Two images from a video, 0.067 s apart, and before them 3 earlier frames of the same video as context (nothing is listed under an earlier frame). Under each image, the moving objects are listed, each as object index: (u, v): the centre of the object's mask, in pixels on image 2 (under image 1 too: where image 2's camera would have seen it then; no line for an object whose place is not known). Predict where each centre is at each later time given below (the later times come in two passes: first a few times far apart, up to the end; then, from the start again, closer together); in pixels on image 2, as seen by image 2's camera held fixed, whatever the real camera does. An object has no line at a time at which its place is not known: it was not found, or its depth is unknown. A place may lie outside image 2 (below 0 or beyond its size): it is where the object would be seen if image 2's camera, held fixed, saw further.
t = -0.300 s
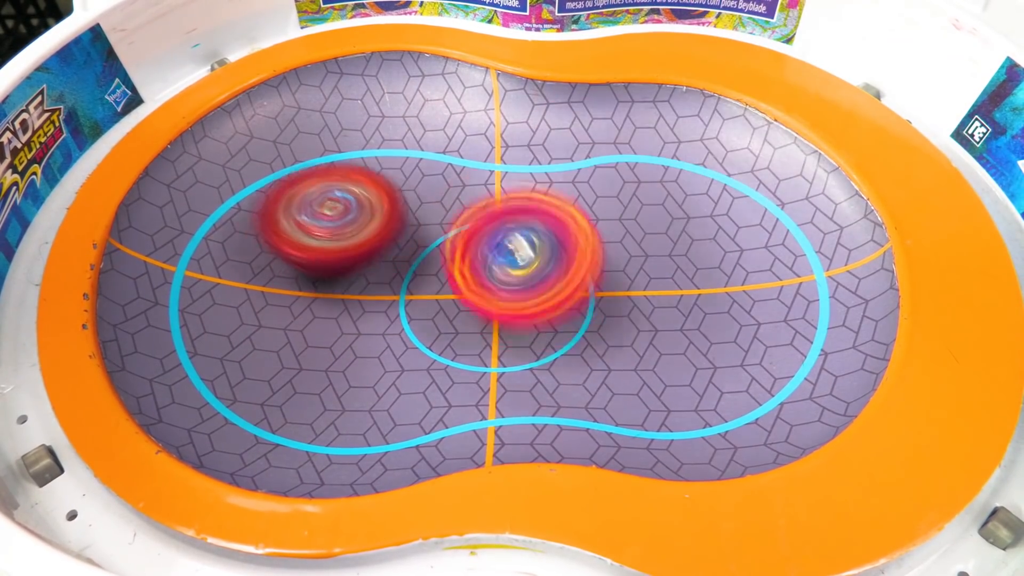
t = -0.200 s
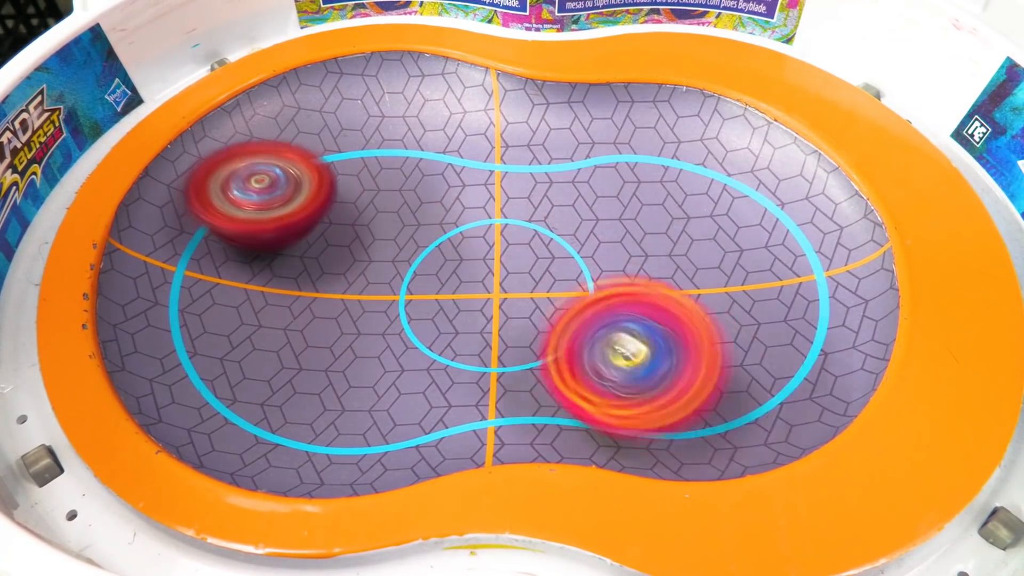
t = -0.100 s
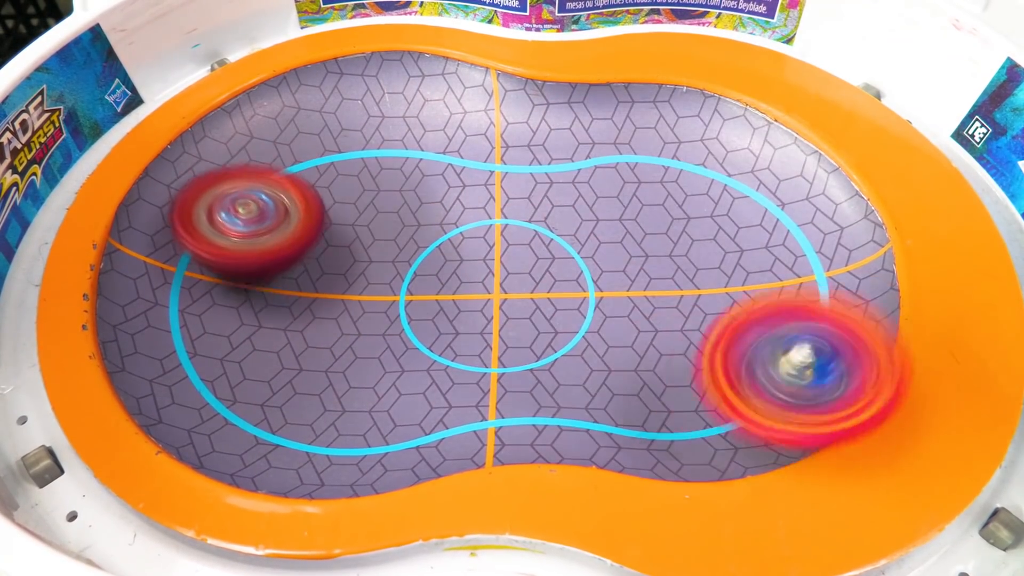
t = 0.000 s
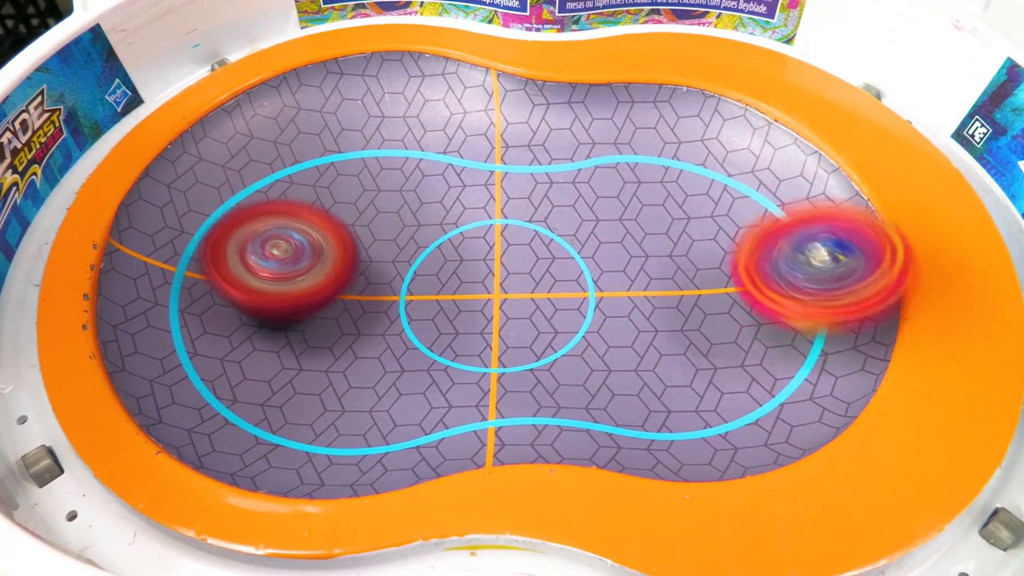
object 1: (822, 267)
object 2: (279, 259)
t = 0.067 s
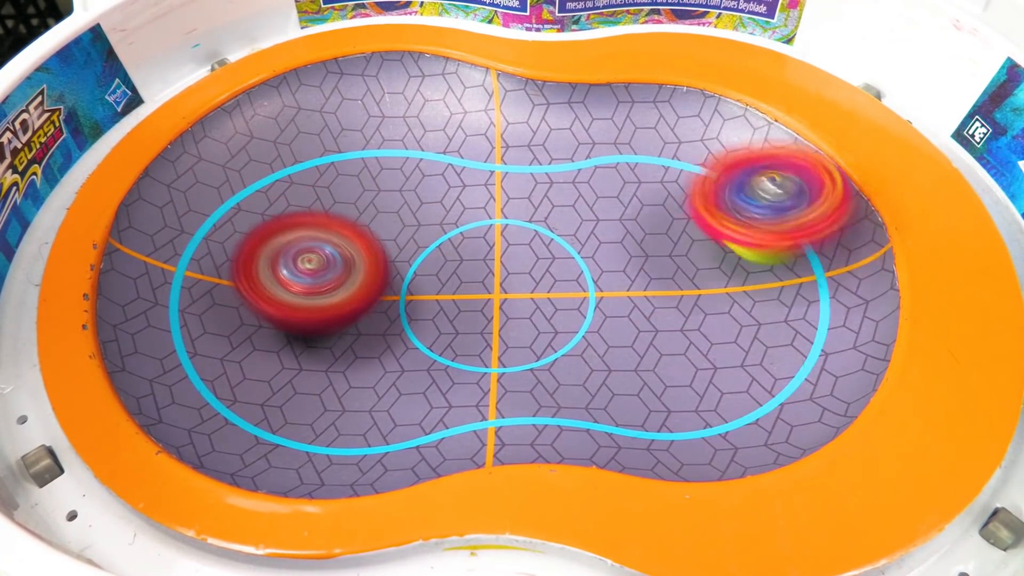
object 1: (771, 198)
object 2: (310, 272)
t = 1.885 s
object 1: (857, 310)
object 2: (225, 180)
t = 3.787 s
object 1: (562, 148)
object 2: (378, 208)
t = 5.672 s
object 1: (607, 258)
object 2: (363, 252)
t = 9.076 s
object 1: (556, 287)
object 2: (379, 225)
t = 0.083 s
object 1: (755, 186)
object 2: (318, 273)
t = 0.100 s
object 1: (737, 174)
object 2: (324, 274)
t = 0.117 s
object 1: (717, 165)
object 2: (330, 274)
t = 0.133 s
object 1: (697, 157)
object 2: (335, 274)
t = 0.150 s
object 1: (676, 151)
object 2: (339, 273)
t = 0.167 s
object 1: (657, 147)
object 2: (341, 271)
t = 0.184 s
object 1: (634, 143)
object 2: (344, 270)
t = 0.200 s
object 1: (612, 141)
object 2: (345, 267)
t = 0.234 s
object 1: (568, 146)
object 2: (347, 262)
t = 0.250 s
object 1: (541, 150)
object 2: (347, 259)
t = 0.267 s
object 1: (518, 155)
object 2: (347, 257)
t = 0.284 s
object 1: (489, 162)
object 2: (347, 254)
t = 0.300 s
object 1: (460, 169)
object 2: (346, 252)
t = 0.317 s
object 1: (438, 172)
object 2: (340, 251)
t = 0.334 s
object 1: (449, 160)
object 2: (311, 255)
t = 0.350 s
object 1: (466, 147)
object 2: (281, 260)
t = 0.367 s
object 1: (486, 139)
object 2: (256, 263)
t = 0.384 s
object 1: (498, 128)
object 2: (232, 264)
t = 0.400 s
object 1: (511, 120)
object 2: (213, 265)
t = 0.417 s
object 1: (520, 111)
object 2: (199, 266)
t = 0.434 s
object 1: (529, 102)
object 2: (188, 267)
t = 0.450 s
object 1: (535, 95)
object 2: (181, 269)
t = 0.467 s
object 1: (539, 90)
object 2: (179, 271)
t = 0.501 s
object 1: (543, 87)
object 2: (188, 280)
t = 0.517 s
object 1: (543, 88)
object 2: (197, 285)
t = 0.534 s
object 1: (541, 93)
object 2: (208, 290)
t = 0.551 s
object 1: (539, 98)
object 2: (221, 295)
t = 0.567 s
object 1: (535, 105)
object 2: (234, 298)
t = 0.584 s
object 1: (532, 111)
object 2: (248, 301)
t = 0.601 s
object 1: (528, 118)
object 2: (262, 302)
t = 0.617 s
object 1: (525, 124)
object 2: (276, 302)
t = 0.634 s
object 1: (522, 132)
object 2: (289, 302)
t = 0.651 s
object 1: (520, 138)
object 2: (302, 300)
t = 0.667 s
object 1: (518, 146)
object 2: (314, 298)
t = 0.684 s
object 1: (517, 152)
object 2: (324, 294)
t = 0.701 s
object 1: (516, 160)
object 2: (335, 291)
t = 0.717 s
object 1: (516, 168)
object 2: (343, 287)
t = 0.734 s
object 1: (516, 176)
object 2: (352, 282)
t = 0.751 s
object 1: (518, 185)
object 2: (359, 277)
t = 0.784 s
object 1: (523, 203)
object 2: (370, 268)
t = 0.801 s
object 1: (526, 211)
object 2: (374, 262)
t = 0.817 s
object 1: (533, 220)
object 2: (377, 257)
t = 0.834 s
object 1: (539, 228)
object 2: (379, 252)
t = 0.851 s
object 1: (548, 238)
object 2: (381, 247)
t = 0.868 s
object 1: (556, 246)
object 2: (382, 242)
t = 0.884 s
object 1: (567, 255)
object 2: (383, 237)
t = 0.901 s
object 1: (577, 264)
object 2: (383, 233)
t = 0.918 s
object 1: (589, 273)
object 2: (384, 229)
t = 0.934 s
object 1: (601, 281)
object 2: (384, 225)
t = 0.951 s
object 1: (615, 291)
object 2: (385, 221)
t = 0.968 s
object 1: (628, 299)
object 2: (385, 217)
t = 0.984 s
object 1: (643, 309)
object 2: (384, 214)
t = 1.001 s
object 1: (658, 318)
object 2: (384, 212)
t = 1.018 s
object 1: (674, 328)
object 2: (384, 209)
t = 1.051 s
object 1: (704, 343)
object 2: (383, 204)
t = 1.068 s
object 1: (719, 348)
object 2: (383, 201)
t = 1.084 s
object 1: (734, 353)
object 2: (383, 200)
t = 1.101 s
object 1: (748, 356)
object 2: (383, 198)
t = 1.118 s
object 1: (763, 358)
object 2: (383, 196)
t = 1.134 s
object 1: (776, 356)
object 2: (383, 195)
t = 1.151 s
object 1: (790, 352)
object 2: (383, 194)
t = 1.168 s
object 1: (799, 346)
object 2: (382, 193)
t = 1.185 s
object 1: (809, 339)
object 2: (382, 192)
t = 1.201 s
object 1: (815, 330)
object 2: (382, 191)
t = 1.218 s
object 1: (822, 321)
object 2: (382, 190)
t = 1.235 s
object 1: (825, 310)
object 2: (383, 189)
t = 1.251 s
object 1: (827, 301)
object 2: (383, 189)
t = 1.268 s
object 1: (824, 292)
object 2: (383, 188)
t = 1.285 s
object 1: (822, 284)
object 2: (383, 188)
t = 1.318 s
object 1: (809, 267)
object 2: (384, 187)
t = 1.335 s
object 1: (802, 260)
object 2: (384, 187)
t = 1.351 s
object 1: (793, 253)
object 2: (384, 188)
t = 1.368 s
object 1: (781, 247)
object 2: (385, 188)
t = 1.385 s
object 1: (772, 242)
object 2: (385, 188)
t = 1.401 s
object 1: (760, 237)
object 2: (386, 188)
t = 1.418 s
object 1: (748, 233)
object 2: (386, 189)
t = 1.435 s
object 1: (734, 229)
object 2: (386, 189)
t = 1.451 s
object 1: (719, 225)
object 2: (386, 190)
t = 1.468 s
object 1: (705, 222)
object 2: (387, 191)
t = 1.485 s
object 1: (690, 219)
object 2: (387, 191)
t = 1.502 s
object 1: (674, 217)
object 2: (387, 192)
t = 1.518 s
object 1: (659, 215)
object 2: (388, 193)
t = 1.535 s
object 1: (645, 213)
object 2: (388, 194)
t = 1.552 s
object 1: (627, 211)
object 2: (388, 195)
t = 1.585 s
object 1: (592, 207)
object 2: (389, 197)
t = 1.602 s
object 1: (576, 206)
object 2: (389, 198)
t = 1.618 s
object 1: (557, 203)
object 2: (390, 199)
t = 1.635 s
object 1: (539, 202)
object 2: (390, 200)
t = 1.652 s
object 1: (527, 205)
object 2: (386, 201)
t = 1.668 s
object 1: (524, 202)
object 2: (378, 197)
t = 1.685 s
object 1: (576, 229)
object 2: (346, 185)
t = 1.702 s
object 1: (604, 248)
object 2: (316, 172)
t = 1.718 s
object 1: (660, 268)
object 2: (291, 159)
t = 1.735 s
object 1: (689, 289)
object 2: (266, 148)
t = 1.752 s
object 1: (729, 297)
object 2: (248, 139)
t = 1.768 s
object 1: (775, 316)
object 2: (232, 130)
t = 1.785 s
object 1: (802, 324)
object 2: (221, 124)
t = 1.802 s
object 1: (846, 330)
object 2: (214, 123)
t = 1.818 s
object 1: (853, 324)
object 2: (208, 127)
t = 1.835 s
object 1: (859, 310)
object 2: (205, 137)
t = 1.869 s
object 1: (864, 309)
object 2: (217, 169)
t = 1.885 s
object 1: (857, 310)
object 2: (225, 180)
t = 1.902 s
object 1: (842, 312)
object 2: (238, 197)
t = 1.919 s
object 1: (829, 307)
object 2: (249, 211)
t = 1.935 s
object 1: (813, 306)
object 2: (261, 225)
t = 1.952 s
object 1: (795, 295)
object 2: (273, 236)
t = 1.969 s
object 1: (778, 288)
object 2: (286, 246)
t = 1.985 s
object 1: (760, 282)
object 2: (297, 256)
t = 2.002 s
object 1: (741, 276)
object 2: (308, 264)
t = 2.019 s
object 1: (725, 270)
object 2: (320, 271)
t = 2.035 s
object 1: (707, 265)
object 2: (330, 276)
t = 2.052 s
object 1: (692, 259)
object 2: (340, 281)
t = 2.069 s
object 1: (675, 254)
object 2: (350, 284)
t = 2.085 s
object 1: (659, 251)
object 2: (360, 285)
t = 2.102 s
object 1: (645, 246)
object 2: (366, 286)
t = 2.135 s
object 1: (615, 242)
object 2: (380, 285)
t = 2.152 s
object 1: (600, 242)
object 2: (384, 284)
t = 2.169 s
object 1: (587, 239)
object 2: (389, 283)
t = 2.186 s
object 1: (571, 237)
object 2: (393, 280)
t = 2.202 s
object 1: (557, 236)
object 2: (396, 277)
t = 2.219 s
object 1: (546, 234)
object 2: (394, 275)
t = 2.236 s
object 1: (541, 228)
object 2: (390, 274)
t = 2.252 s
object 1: (533, 224)
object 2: (385, 272)
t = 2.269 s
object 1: (532, 220)
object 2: (380, 272)
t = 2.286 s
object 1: (529, 217)
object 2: (377, 271)
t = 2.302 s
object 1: (525, 212)
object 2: (374, 270)
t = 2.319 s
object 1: (519, 208)
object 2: (371, 269)
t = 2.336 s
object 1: (514, 204)
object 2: (370, 268)
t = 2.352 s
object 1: (508, 200)
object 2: (368, 267)
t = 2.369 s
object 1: (506, 195)
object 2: (366, 265)
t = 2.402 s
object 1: (497, 189)
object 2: (364, 263)
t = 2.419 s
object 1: (506, 186)
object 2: (355, 263)
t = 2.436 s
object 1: (511, 185)
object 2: (346, 264)
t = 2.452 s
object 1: (512, 180)
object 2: (341, 263)
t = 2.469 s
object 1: (516, 173)
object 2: (335, 265)
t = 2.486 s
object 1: (523, 171)
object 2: (331, 265)
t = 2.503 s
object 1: (528, 172)
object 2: (330, 265)
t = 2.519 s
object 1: (530, 171)
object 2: (329, 265)
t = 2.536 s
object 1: (532, 170)
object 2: (329, 266)
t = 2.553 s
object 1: (536, 170)
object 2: (330, 266)
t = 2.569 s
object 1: (539, 170)
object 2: (331, 266)
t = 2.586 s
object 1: (544, 170)
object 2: (333, 266)
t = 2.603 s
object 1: (549, 172)
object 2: (335, 266)
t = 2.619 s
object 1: (554, 176)
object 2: (336, 267)
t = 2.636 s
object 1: (559, 181)
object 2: (338, 267)
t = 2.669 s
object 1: (564, 191)
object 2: (342, 267)
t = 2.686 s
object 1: (568, 194)
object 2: (343, 266)
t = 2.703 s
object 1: (574, 200)
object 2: (345, 266)
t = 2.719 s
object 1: (580, 206)
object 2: (346, 265)
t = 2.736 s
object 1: (583, 214)
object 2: (347, 265)
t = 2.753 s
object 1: (586, 220)
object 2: (349, 264)
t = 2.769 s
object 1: (590, 227)
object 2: (349, 263)
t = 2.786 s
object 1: (593, 233)
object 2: (350, 263)
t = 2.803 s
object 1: (598, 240)
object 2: (351, 262)
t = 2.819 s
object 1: (602, 247)
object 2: (351, 261)
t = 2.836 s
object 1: (603, 254)
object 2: (352, 260)
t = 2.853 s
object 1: (607, 261)
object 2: (352, 259)
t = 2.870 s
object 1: (609, 269)
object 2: (352, 257)
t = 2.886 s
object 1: (612, 275)
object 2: (352, 256)
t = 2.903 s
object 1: (614, 283)
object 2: (353, 255)
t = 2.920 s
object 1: (614, 289)
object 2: (352, 254)
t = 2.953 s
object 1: (616, 301)
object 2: (352, 252)
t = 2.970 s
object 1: (617, 307)
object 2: (351, 251)
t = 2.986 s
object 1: (618, 312)
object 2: (351, 250)
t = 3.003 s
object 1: (617, 316)
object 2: (351, 249)
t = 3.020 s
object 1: (617, 322)
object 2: (350, 248)
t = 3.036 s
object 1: (617, 326)
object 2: (350, 248)
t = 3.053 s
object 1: (616, 329)
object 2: (350, 247)
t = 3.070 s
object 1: (618, 333)
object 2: (349, 246)
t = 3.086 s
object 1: (615, 335)
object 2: (350, 245)
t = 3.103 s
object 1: (614, 335)
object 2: (349, 244)
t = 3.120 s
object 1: (615, 336)
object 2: (349, 243)
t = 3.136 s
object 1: (616, 338)
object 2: (349, 242)
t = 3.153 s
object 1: (616, 337)
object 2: (349, 241)
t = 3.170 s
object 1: (615, 336)
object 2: (350, 241)
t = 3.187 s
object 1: (613, 334)
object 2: (350, 239)
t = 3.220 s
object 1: (612, 329)
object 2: (351, 237)
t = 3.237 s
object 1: (613, 325)
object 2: (352, 236)
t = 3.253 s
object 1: (611, 320)
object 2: (352, 235)
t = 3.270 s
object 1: (608, 315)
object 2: (352, 234)
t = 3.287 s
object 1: (606, 308)
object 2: (353, 232)
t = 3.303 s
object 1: (606, 302)
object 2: (353, 231)
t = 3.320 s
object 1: (605, 296)
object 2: (354, 230)
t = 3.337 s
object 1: (604, 289)
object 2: (355, 228)
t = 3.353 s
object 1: (603, 282)
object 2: (355, 227)
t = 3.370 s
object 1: (601, 273)
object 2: (357, 226)
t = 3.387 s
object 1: (598, 264)
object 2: (358, 225)
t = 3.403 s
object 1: (597, 257)
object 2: (358, 224)
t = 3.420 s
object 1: (597, 248)
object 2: (359, 223)
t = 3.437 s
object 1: (595, 240)
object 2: (360, 222)
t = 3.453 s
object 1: (595, 232)
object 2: (361, 221)
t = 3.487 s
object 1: (592, 216)
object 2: (363, 219)
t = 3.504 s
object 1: (592, 207)
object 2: (364, 218)
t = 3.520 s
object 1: (590, 198)
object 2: (365, 218)
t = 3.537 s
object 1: (589, 191)
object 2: (365, 217)
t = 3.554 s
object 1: (588, 184)
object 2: (367, 216)
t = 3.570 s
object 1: (585, 175)
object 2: (367, 215)
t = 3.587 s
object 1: (584, 170)
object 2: (368, 215)
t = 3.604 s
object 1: (583, 164)
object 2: (369, 214)
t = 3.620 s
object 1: (582, 159)
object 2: (370, 213)
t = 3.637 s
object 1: (580, 155)
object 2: (370, 213)
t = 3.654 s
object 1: (577, 151)
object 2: (372, 212)
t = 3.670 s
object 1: (575, 147)
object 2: (372, 211)
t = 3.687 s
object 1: (574, 145)
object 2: (373, 211)
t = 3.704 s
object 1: (572, 143)
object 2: (374, 210)
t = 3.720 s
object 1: (571, 144)
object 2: (374, 210)
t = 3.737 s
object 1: (569, 144)
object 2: (376, 210)
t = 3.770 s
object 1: (564, 146)
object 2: (376, 208)
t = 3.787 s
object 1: (562, 148)
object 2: (378, 208)
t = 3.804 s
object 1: (560, 150)
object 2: (378, 208)
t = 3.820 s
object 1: (560, 154)
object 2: (378, 208)
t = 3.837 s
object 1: (557, 159)
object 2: (379, 208)
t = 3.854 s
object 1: (556, 163)
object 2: (380, 208)
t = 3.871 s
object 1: (554, 168)
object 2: (380, 208)
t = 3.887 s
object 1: (551, 174)
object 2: (381, 208)
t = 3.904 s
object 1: (550, 181)
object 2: (381, 208)
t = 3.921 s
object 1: (546, 188)
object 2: (382, 208)
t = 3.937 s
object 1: (544, 194)
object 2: (382, 208)
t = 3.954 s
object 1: (543, 201)
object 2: (383, 208)
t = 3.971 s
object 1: (540, 208)
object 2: (383, 208)
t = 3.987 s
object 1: (539, 216)
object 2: (383, 208)
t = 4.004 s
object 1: (535, 223)
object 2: (384, 208)
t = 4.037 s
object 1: (529, 236)
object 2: (384, 209)
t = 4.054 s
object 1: (526, 243)
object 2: (384, 209)
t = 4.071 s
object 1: (530, 252)
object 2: (381, 207)
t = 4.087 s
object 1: (532, 259)
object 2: (378, 206)
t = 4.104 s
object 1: (531, 266)
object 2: (377, 205)
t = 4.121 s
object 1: (528, 273)
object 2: (375, 205)
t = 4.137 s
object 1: (526, 279)
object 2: (376, 206)
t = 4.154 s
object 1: (522, 286)
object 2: (376, 206)
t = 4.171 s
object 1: (519, 292)
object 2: (375, 206)
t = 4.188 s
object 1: (516, 297)
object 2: (376, 206)
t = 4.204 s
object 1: (513, 301)
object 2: (376, 207)
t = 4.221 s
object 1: (512, 304)
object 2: (376, 208)
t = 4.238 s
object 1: (511, 307)
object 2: (377, 208)
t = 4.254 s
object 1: (508, 308)
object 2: (377, 209)
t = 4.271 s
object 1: (505, 309)
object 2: (378, 210)
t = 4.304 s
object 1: (497, 309)
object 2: (378, 212)
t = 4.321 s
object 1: (493, 309)
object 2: (379, 212)
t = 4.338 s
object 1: (491, 309)
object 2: (379, 213)
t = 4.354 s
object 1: (488, 306)
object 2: (380, 214)
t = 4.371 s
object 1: (487, 303)
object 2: (380, 214)
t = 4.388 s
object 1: (485, 299)
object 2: (379, 214)
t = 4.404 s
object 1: (480, 293)
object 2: (379, 214)
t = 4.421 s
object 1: (480, 292)
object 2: (378, 213)
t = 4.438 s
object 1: (475, 294)
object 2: (375, 212)
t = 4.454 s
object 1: (468, 296)
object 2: (375, 211)
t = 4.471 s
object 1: (464, 296)
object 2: (374, 210)
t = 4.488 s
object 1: (464, 303)
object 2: (372, 209)
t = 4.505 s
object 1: (463, 307)
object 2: (368, 207)
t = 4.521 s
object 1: (468, 310)
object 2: (366, 207)
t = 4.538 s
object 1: (474, 312)
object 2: (365, 206)
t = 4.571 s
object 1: (485, 316)
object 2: (363, 207)
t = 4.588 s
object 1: (489, 317)
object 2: (362, 208)
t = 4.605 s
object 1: (493, 319)
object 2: (362, 209)
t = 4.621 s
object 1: (497, 321)
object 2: (362, 211)
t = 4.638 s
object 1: (500, 321)
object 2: (361, 212)
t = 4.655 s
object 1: (503, 322)
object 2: (362, 213)
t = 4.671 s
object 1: (509, 322)
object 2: (361, 214)
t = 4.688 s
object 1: (513, 323)
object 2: (362, 216)
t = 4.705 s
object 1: (517, 322)
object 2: (362, 217)
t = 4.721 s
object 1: (521, 320)
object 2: (362, 219)
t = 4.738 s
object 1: (526, 318)
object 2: (362, 220)
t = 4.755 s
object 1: (528, 316)
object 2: (361, 223)
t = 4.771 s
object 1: (529, 312)
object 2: (362, 224)
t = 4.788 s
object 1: (531, 308)
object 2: (362, 226)
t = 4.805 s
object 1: (533, 302)
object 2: (361, 227)
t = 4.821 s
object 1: (535, 297)
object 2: (362, 228)
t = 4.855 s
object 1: (541, 284)
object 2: (361, 231)
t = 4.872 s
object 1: (546, 279)
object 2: (361, 233)
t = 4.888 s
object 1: (550, 274)
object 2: (361, 234)
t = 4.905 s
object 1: (554, 269)
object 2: (361, 235)
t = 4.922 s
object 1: (561, 265)
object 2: (361, 237)
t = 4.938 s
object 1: (563, 259)
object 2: (361, 238)
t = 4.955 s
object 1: (566, 253)
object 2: (361, 239)
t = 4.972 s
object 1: (568, 248)
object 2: (362, 241)
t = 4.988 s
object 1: (571, 242)
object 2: (361, 242)
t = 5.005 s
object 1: (574, 237)
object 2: (361, 243)
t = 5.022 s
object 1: (578, 232)
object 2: (362, 244)
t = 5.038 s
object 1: (582, 227)
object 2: (361, 245)
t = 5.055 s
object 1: (587, 221)
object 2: (362, 246)
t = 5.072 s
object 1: (592, 218)
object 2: (362, 247)
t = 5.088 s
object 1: (596, 214)
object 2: (362, 248)
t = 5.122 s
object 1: (606, 210)
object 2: (362, 250)
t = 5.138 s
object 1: (610, 210)
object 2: (363, 251)
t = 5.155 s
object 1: (614, 208)
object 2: (362, 252)
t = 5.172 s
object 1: (617, 209)
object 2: (363, 252)
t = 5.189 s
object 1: (619, 209)
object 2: (362, 253)
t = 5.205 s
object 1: (623, 209)
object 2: (362, 254)
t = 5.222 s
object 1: (625, 209)
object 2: (362, 254)
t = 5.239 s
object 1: (628, 208)
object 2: (362, 255)
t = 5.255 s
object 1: (632, 209)
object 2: (362, 255)
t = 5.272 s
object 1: (636, 210)
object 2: (362, 256)
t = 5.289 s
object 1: (640, 213)
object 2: (363, 256)
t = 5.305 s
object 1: (643, 216)
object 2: (363, 256)
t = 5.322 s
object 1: (646, 219)
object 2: (363, 257)
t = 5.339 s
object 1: (648, 221)
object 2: (363, 256)
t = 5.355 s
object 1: (650, 224)
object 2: (363, 257)
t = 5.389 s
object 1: (651, 232)
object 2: (363, 257)
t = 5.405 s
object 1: (651, 234)
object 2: (363, 257)
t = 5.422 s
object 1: (651, 237)
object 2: (363, 257)
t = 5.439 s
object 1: (650, 241)
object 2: (363, 257)
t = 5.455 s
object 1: (650, 244)
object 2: (364, 256)
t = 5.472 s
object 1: (648, 247)
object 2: (363, 256)
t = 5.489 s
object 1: (647, 250)
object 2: (364, 256)
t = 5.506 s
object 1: (646, 253)
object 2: (363, 256)
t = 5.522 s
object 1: (644, 256)
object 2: (364, 256)
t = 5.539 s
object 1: (643, 257)
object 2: (364, 255)
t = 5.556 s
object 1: (639, 258)
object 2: (364, 255)
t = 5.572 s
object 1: (637, 259)
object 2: (364, 254)
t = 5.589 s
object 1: (632, 260)
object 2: (364, 254)
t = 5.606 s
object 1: (628, 259)
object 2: (364, 254)
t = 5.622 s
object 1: (622, 259)
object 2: (363, 253)
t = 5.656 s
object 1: (612, 259)
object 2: (363, 253)
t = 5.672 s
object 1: (607, 258)
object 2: (363, 252)
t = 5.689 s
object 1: (603, 256)
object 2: (363, 252)
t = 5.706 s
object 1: (599, 254)
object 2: (363, 251)
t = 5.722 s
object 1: (595, 252)
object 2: (363, 251)
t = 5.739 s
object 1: (590, 249)
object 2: (362, 250)
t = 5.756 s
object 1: (586, 245)
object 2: (362, 250)
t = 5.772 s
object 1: (582, 240)
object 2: (362, 249)
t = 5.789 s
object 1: (579, 237)
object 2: (362, 249)
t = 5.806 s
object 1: (574, 234)
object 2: (362, 249)
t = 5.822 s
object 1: (572, 229)
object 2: (362, 248)
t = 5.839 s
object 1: (569, 224)
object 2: (363, 248)
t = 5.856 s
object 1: (567, 220)
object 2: (362, 247)
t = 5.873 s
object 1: (563, 214)
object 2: (362, 247)
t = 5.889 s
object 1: (561, 208)
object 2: (362, 246)
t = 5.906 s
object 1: (558, 203)
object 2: (362, 246)
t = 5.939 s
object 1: (554, 194)
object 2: (363, 245)
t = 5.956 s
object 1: (551, 190)
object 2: (363, 245)
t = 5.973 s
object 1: (550, 185)
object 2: (363, 244)
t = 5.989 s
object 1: (547, 182)
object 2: (363, 243)
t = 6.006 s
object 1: (546, 180)
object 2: (363, 243)
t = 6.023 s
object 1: (543, 178)
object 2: (364, 242)
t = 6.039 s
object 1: (540, 176)
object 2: (363, 242)
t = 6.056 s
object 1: (538, 175)
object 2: (364, 241)
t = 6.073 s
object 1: (535, 174)
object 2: (364, 240)
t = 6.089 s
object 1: (533, 174)
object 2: (365, 240)
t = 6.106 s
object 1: (530, 174)
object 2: (366, 239)
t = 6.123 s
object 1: (526, 175)
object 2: (366, 239)
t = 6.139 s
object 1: (523, 175)
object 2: (367, 238)
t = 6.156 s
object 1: (520, 177)
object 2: (367, 238)
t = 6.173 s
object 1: (517, 180)
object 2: (368, 237)
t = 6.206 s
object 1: (511, 185)
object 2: (368, 236)
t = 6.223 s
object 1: (511, 189)
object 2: (365, 235)
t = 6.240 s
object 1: (511, 192)
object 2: (364, 235)
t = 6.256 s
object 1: (512, 194)
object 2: (361, 235)
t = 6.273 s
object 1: (511, 193)
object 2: (360, 235)
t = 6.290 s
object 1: (511, 200)
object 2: (359, 234)
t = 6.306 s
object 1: (509, 205)
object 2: (359, 234)
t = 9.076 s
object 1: (556, 287)
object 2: (379, 225)
